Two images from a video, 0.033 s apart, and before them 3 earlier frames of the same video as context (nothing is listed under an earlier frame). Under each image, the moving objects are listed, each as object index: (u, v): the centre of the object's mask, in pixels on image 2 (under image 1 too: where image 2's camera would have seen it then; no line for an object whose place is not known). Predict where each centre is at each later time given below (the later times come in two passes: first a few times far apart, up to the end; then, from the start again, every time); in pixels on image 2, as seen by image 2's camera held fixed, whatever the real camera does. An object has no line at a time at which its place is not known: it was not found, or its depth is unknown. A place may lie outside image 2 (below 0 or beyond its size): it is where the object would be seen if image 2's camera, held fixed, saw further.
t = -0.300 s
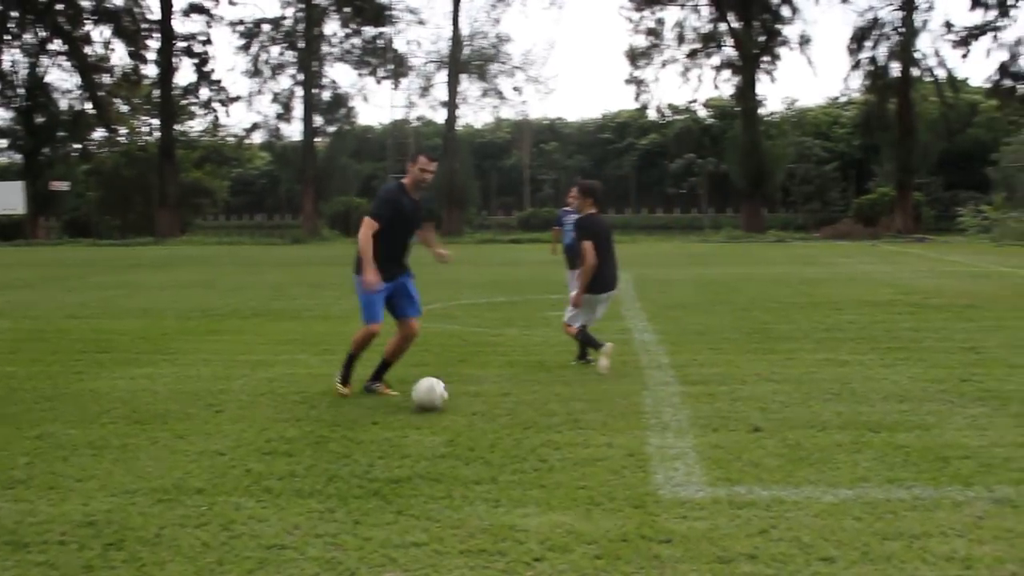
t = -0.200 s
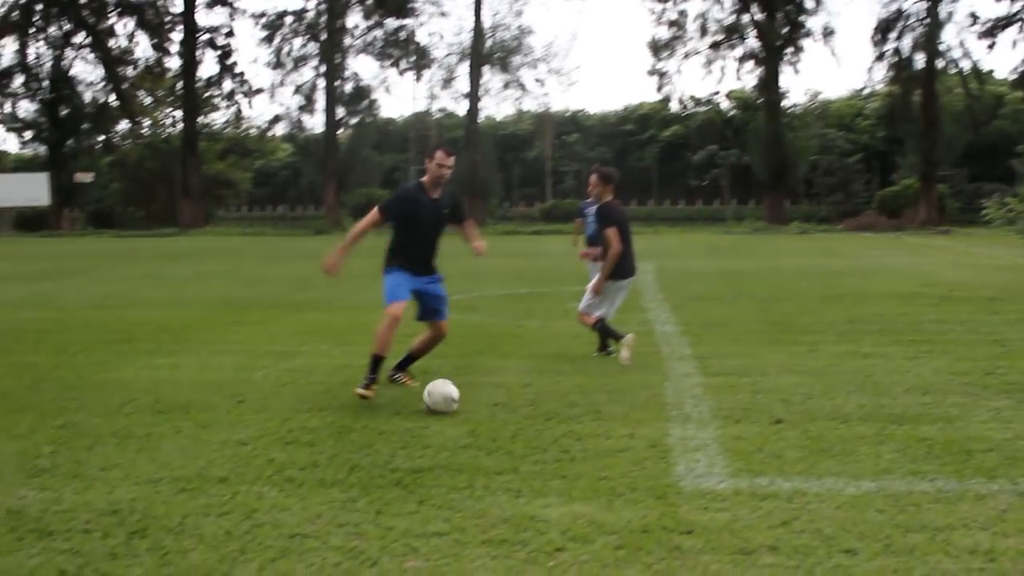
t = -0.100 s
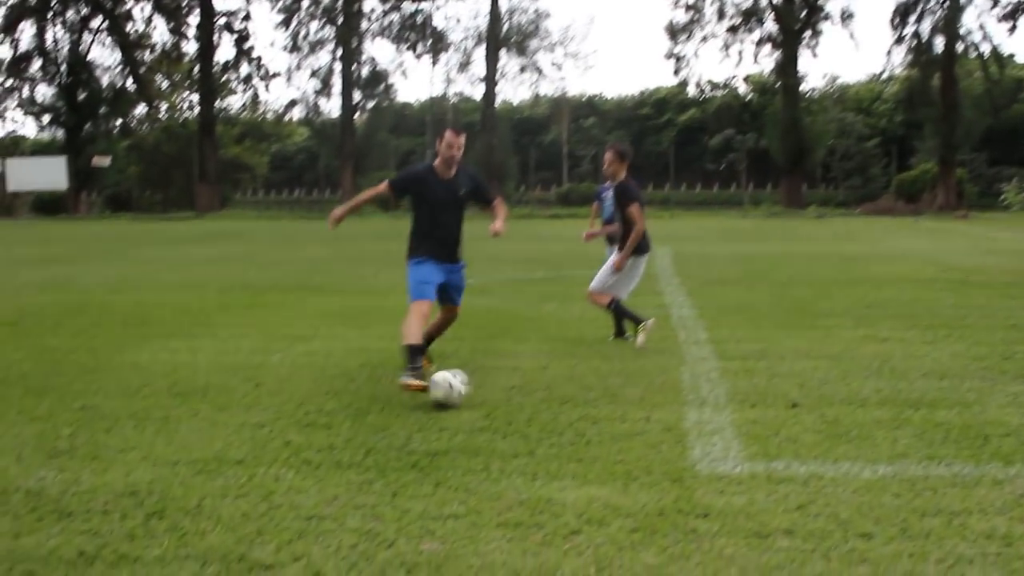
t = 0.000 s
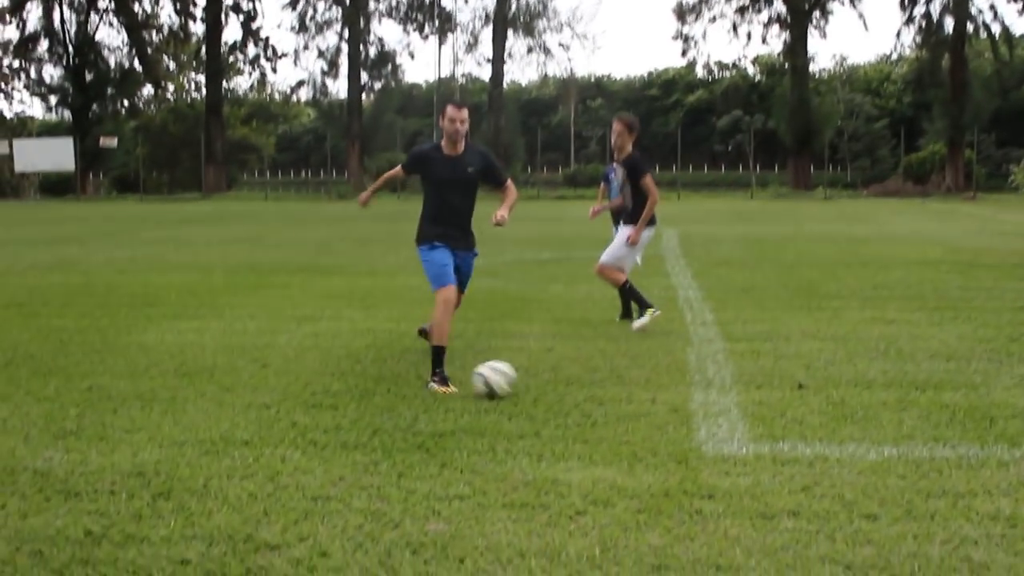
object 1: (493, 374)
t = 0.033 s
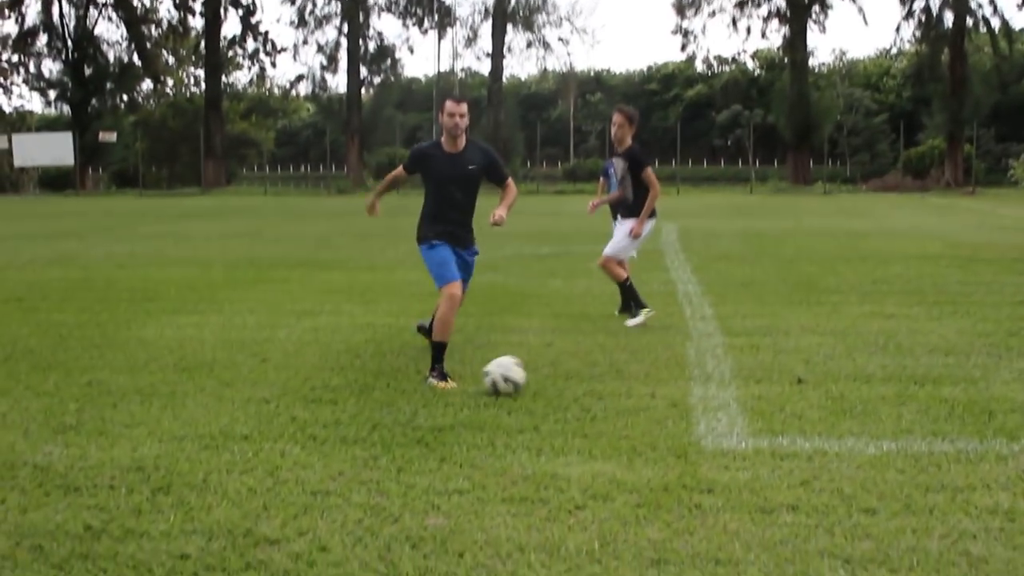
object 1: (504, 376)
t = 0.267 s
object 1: (576, 393)
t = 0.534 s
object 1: (664, 413)
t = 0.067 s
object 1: (514, 377)
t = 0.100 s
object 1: (525, 379)
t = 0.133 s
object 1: (534, 380)
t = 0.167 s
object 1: (545, 384)
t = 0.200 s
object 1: (556, 388)
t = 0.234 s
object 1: (566, 391)
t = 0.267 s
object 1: (576, 393)
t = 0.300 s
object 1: (586, 396)
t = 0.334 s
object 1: (596, 398)
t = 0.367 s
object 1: (607, 400)
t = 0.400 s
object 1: (619, 404)
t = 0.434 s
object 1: (630, 407)
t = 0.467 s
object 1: (642, 409)
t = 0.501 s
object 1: (653, 410)
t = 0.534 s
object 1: (664, 413)
